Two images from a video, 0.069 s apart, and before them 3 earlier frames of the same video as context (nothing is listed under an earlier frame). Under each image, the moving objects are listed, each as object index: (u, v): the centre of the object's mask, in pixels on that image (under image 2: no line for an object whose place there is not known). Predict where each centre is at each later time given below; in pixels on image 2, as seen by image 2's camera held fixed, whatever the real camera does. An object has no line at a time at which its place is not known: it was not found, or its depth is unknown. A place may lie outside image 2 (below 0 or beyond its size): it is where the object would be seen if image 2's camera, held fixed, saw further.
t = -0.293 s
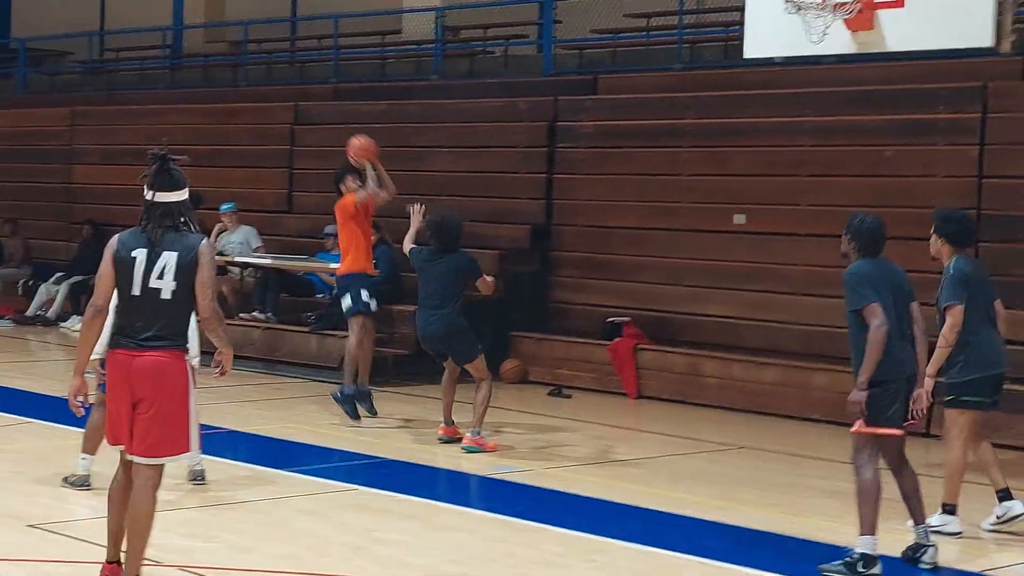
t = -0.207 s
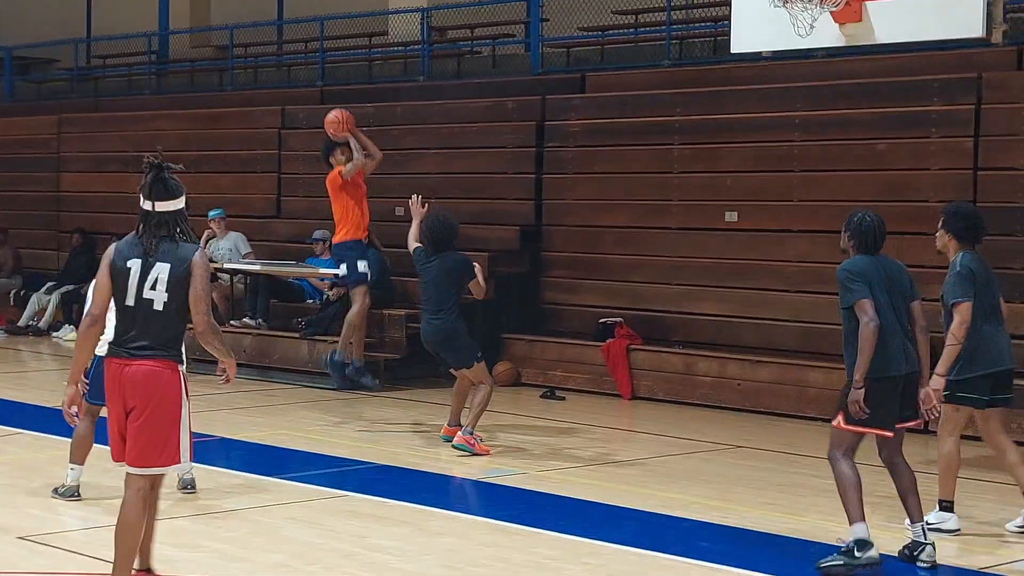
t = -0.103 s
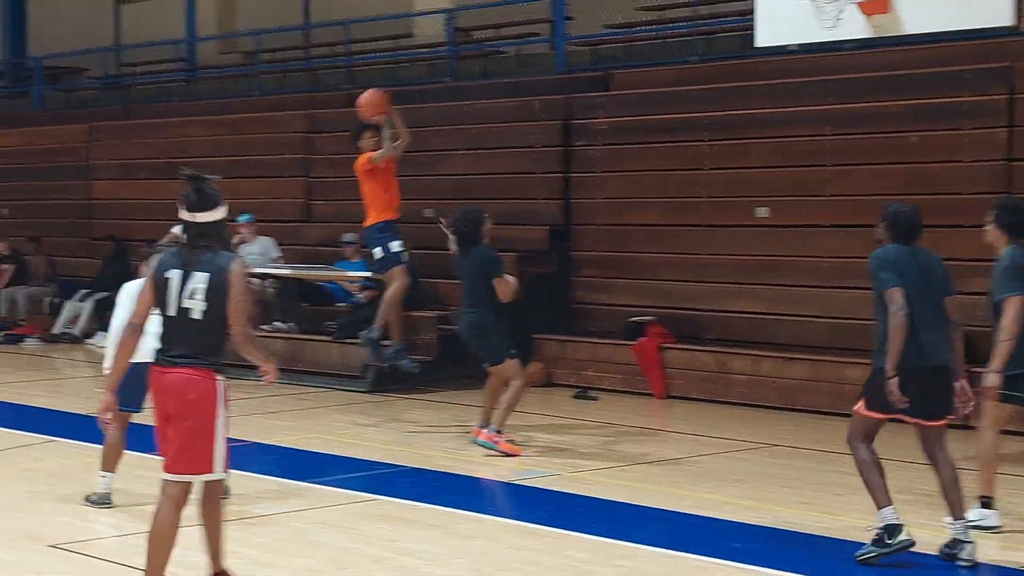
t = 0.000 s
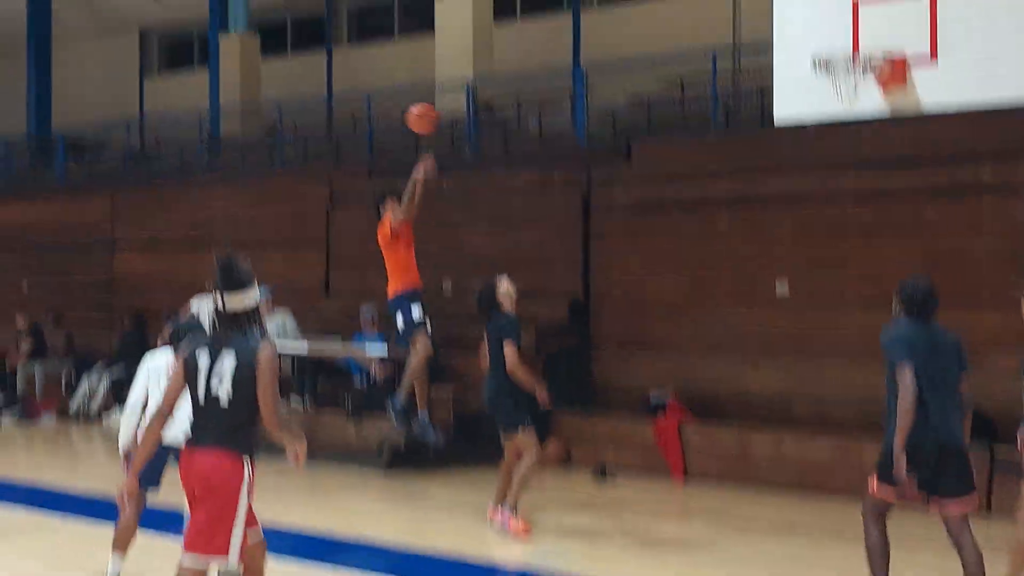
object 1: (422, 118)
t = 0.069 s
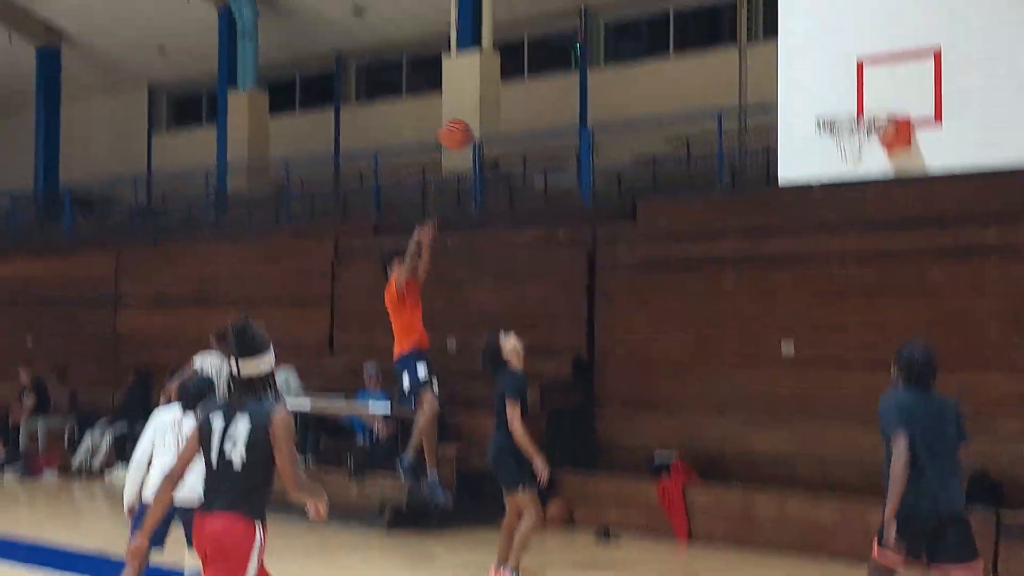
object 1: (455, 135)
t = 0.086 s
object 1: (462, 125)
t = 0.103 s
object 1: (469, 116)
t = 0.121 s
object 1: (476, 106)
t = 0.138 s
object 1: (483, 98)
